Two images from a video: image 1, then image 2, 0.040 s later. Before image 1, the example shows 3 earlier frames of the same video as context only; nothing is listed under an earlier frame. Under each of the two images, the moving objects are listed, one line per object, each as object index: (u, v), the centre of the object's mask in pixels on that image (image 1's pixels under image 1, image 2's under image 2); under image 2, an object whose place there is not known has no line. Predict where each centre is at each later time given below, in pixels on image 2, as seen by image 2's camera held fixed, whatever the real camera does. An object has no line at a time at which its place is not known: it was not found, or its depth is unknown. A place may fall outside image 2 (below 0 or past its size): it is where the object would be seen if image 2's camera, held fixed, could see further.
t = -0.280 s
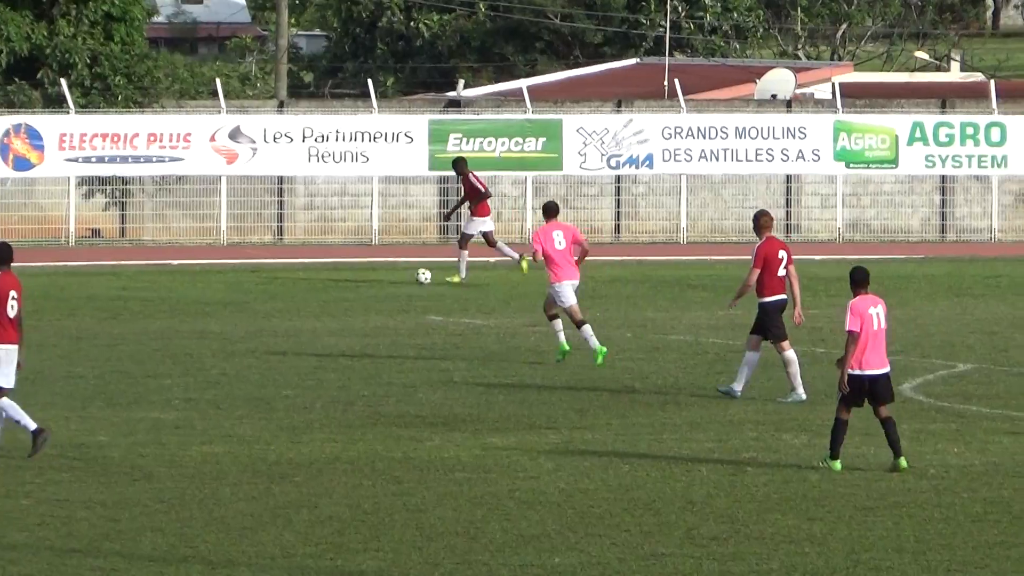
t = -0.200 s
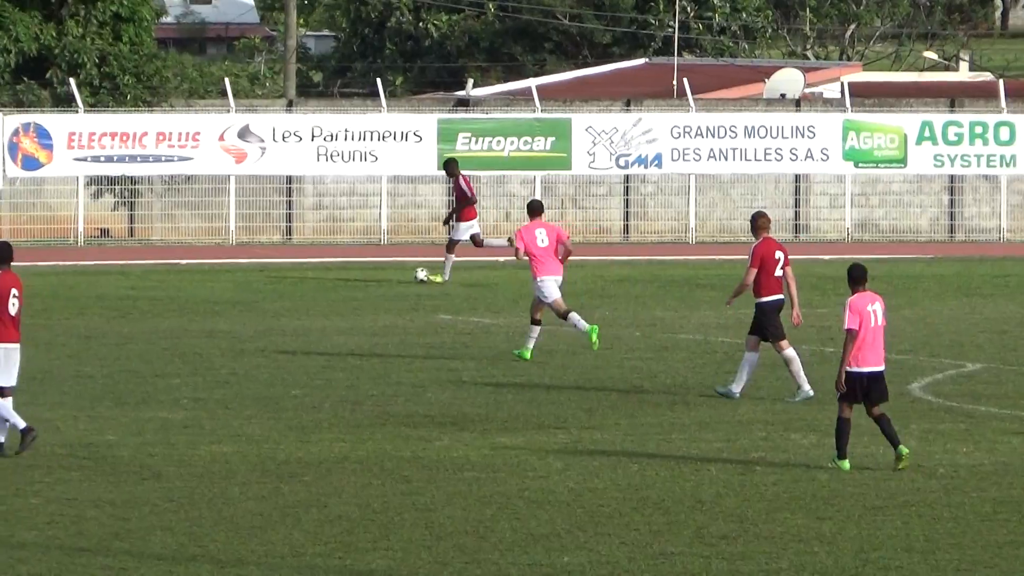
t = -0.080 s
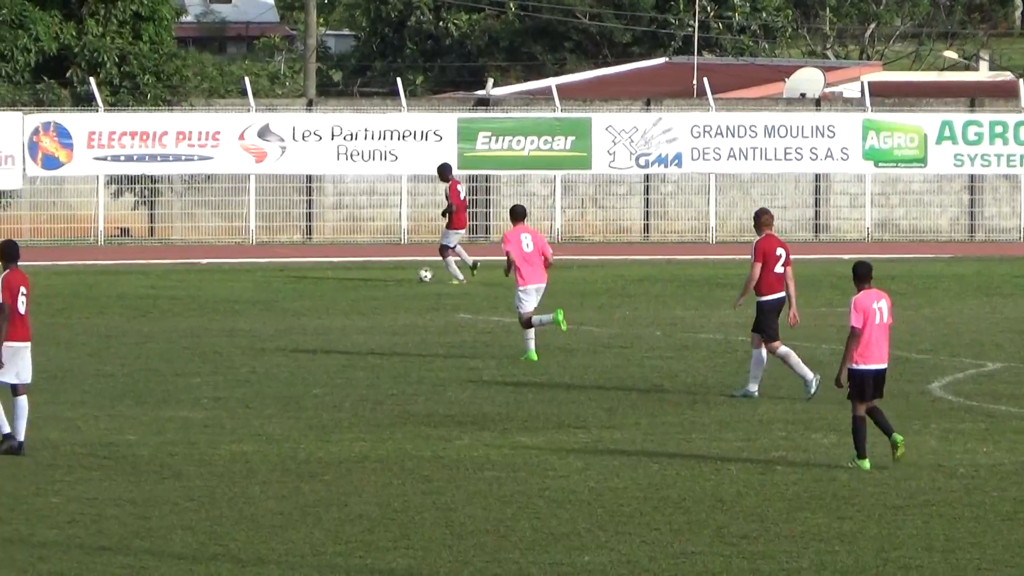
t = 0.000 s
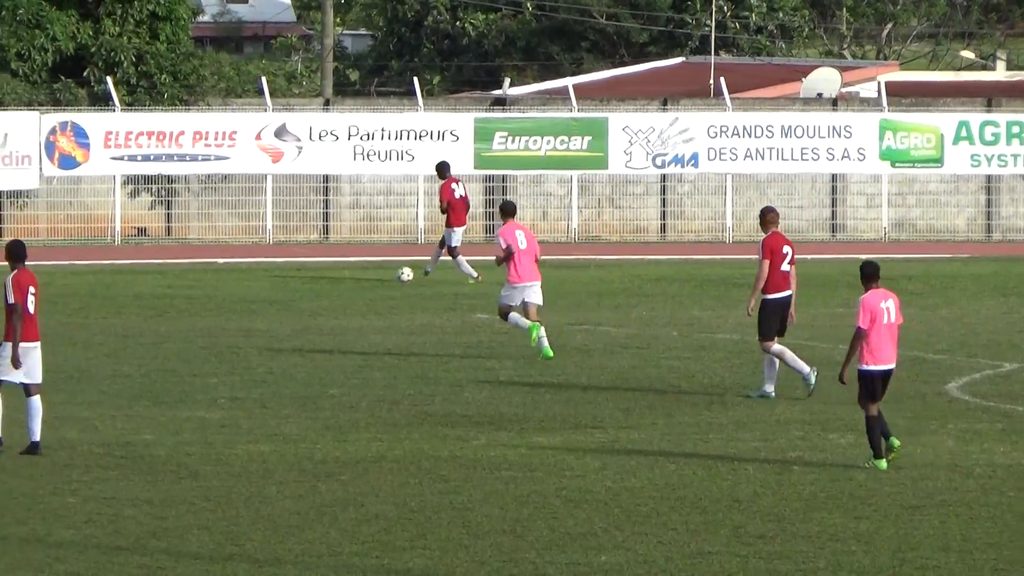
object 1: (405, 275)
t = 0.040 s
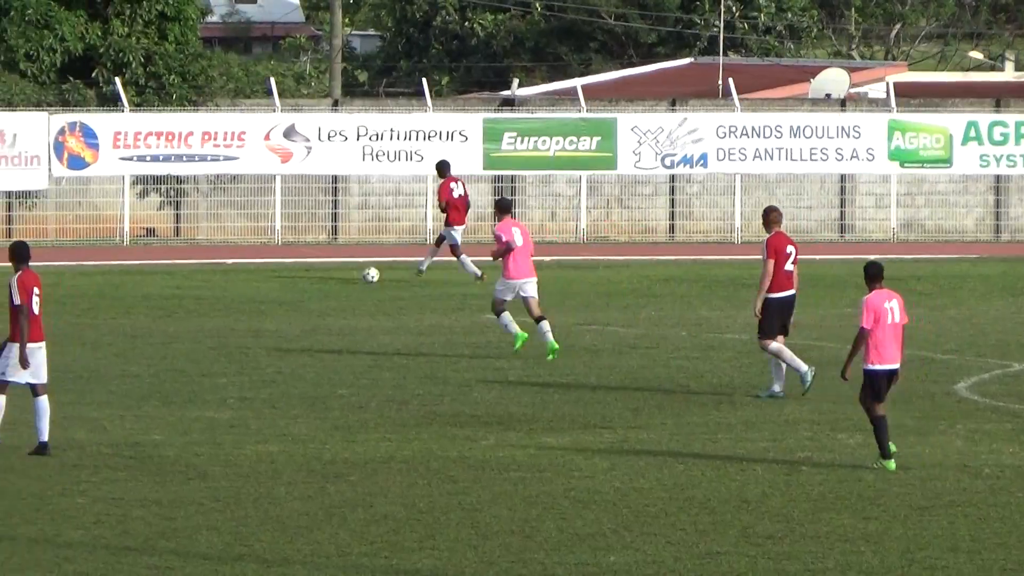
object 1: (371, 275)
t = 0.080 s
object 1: (332, 275)
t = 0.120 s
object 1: (293, 277)
